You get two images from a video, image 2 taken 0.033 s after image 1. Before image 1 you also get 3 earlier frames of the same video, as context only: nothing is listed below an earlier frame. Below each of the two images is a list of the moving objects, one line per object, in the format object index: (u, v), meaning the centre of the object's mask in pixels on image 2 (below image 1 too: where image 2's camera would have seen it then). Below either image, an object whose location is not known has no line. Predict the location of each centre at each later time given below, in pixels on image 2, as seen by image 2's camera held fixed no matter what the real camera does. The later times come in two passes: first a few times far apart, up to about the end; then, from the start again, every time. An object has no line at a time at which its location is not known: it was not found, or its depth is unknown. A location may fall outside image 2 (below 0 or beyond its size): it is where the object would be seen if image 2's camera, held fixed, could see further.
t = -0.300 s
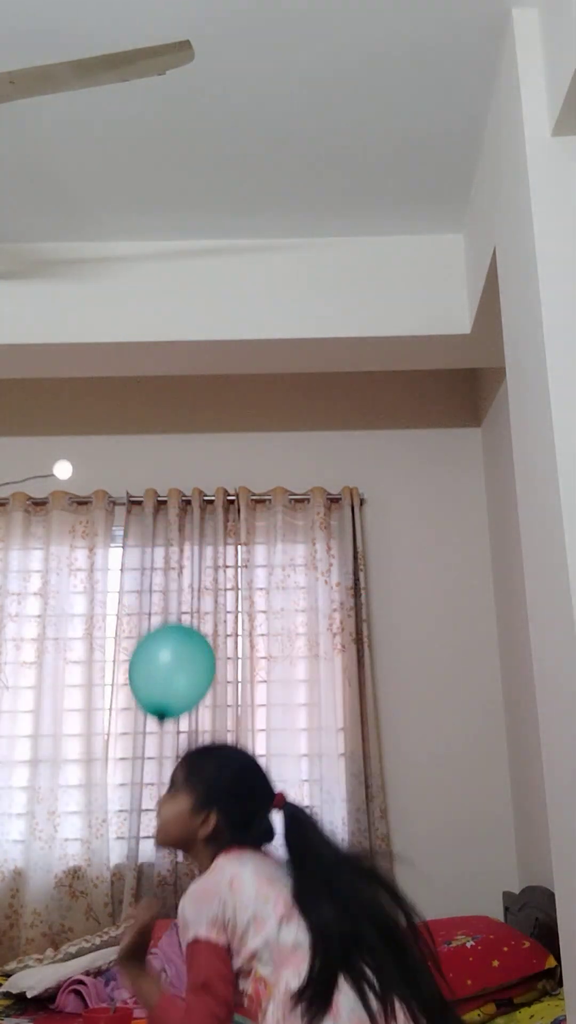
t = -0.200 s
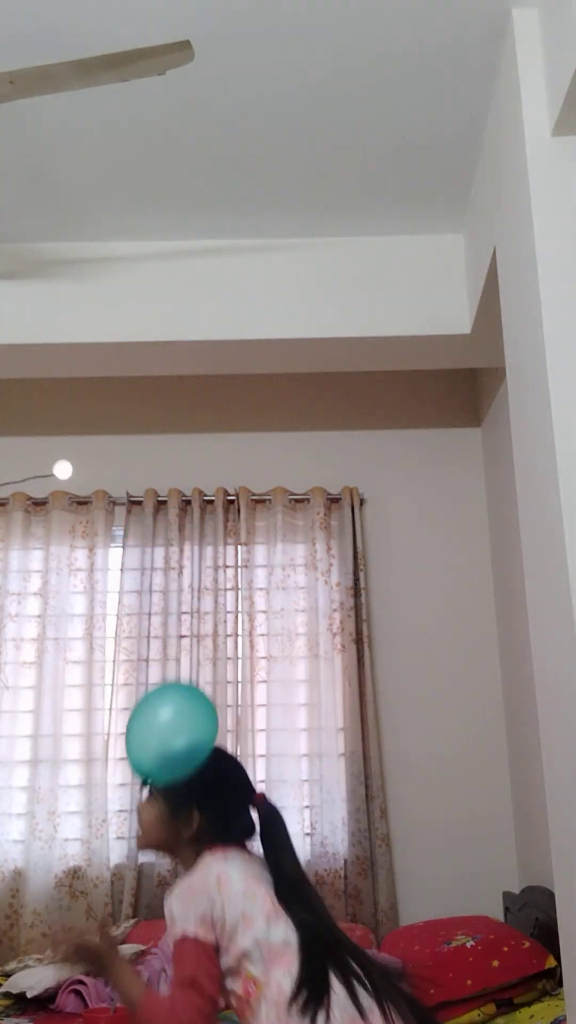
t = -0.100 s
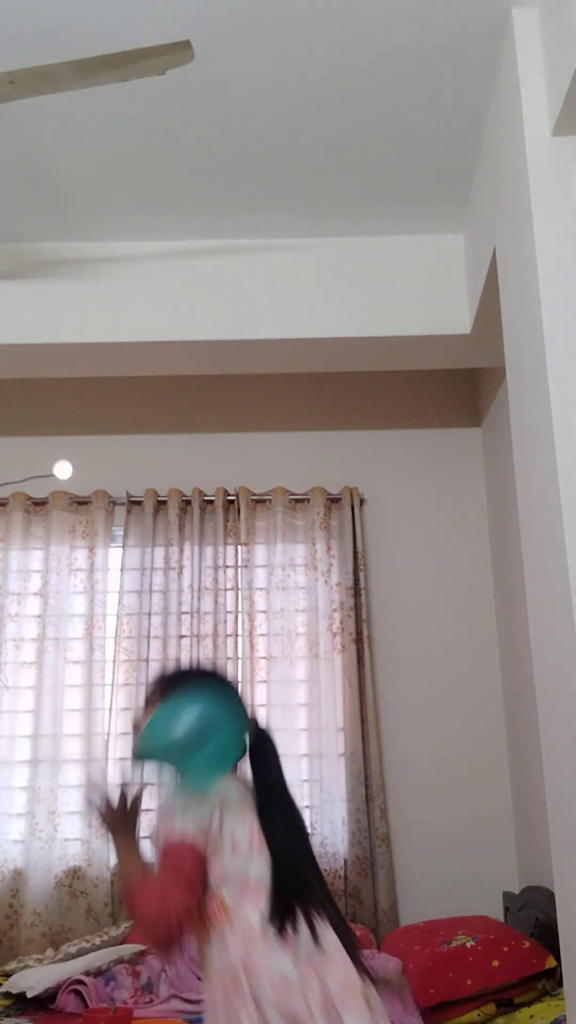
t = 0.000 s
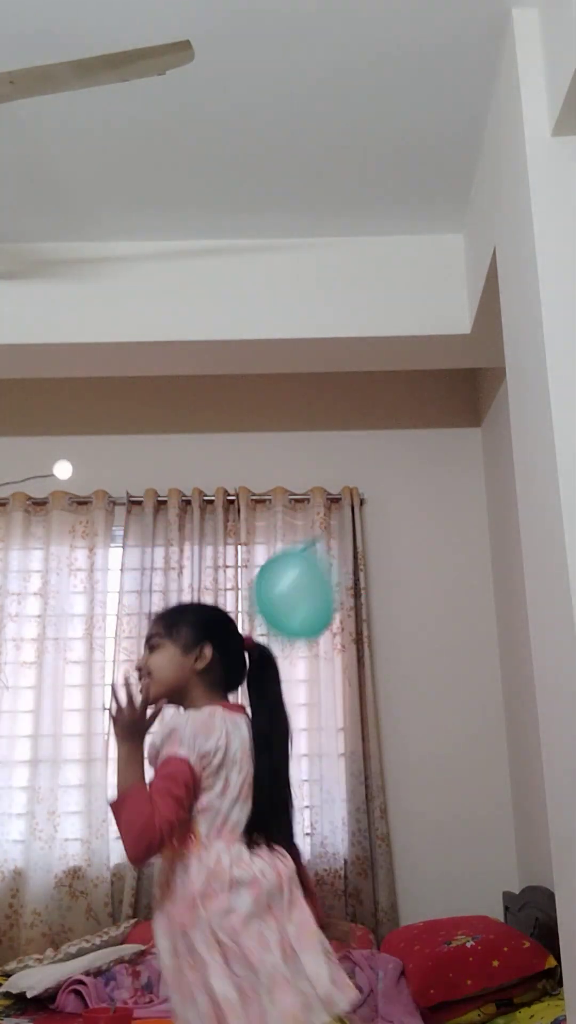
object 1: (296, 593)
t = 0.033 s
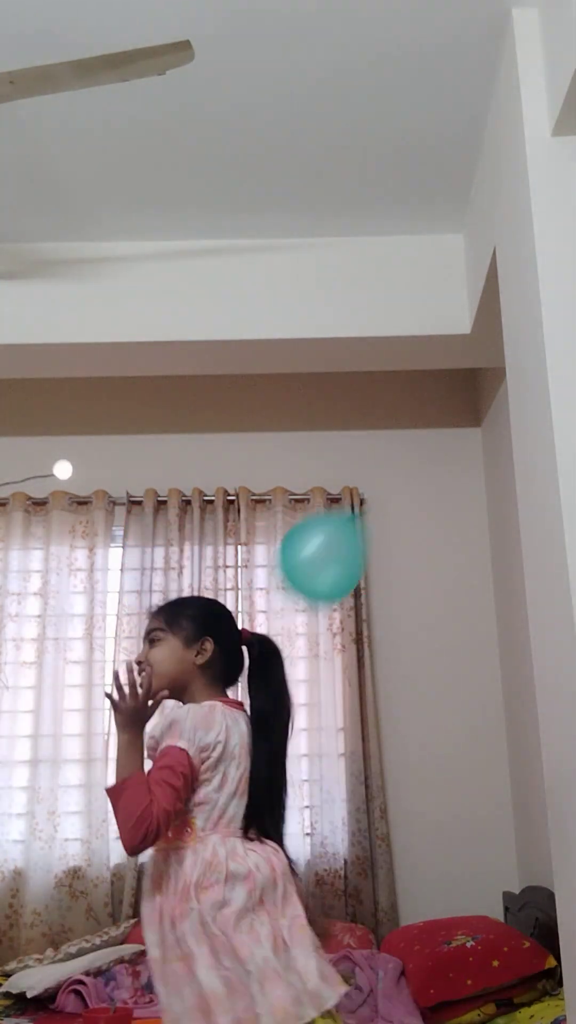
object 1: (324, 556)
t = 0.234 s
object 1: (442, 462)
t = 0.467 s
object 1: (513, 461)
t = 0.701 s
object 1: (551, 506)
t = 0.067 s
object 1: (348, 529)
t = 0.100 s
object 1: (371, 507)
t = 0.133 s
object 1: (392, 490)
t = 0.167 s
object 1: (411, 477)
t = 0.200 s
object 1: (427, 468)
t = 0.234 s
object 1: (442, 462)
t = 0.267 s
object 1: (454, 457)
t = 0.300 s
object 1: (466, 455)
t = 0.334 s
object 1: (476, 454)
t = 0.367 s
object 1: (486, 454)
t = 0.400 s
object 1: (495, 455)
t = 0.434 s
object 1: (505, 458)
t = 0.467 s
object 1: (513, 461)
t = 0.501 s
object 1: (521, 465)
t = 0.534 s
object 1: (529, 470)
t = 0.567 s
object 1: (535, 476)
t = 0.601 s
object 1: (540, 483)
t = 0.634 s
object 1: (544, 490)
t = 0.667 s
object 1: (548, 498)
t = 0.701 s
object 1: (551, 506)
